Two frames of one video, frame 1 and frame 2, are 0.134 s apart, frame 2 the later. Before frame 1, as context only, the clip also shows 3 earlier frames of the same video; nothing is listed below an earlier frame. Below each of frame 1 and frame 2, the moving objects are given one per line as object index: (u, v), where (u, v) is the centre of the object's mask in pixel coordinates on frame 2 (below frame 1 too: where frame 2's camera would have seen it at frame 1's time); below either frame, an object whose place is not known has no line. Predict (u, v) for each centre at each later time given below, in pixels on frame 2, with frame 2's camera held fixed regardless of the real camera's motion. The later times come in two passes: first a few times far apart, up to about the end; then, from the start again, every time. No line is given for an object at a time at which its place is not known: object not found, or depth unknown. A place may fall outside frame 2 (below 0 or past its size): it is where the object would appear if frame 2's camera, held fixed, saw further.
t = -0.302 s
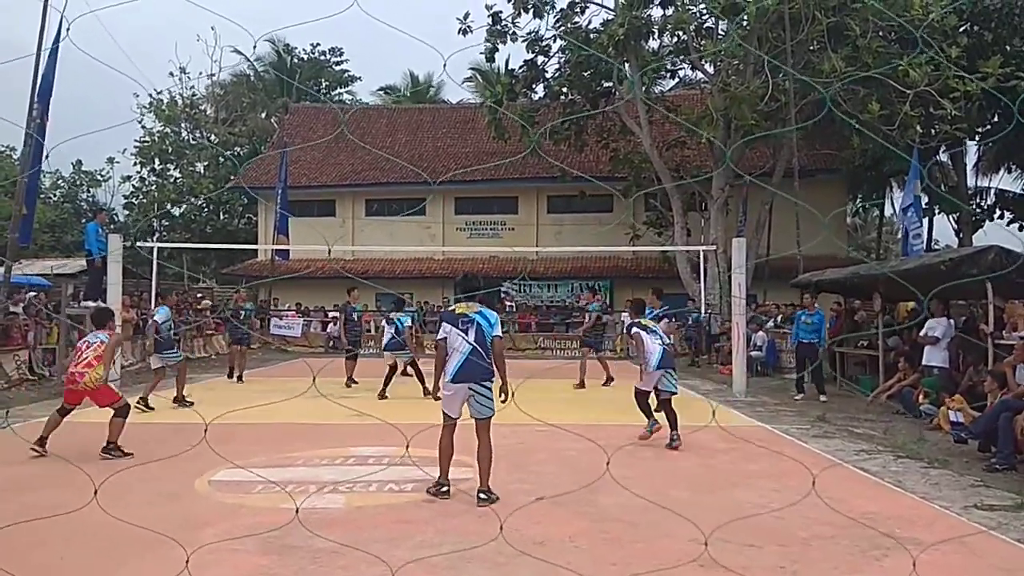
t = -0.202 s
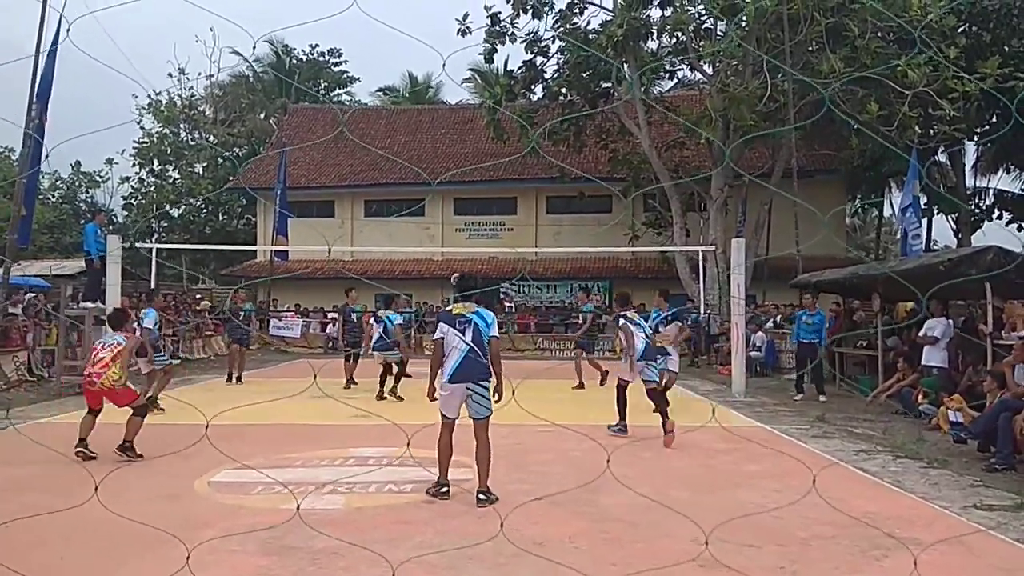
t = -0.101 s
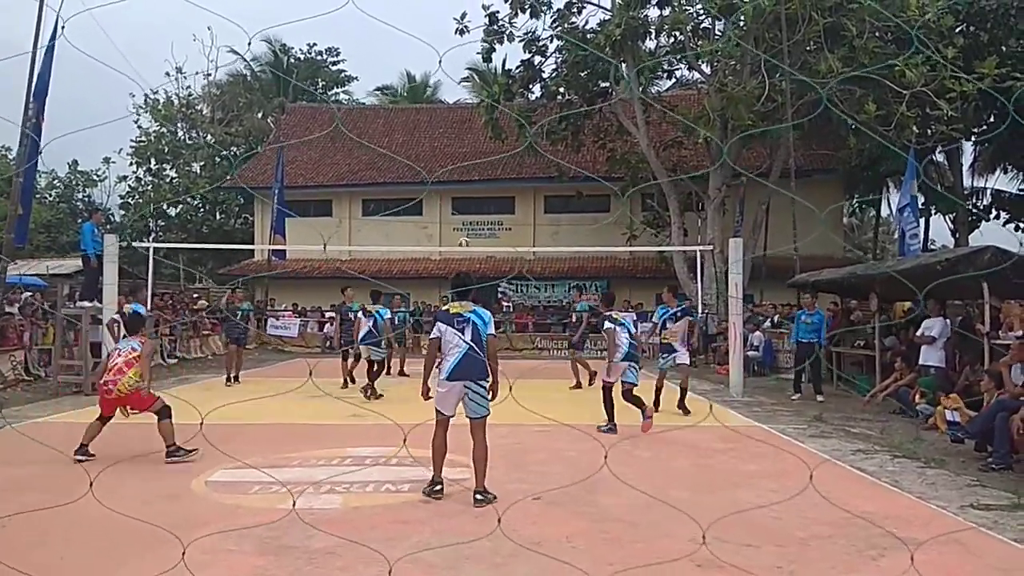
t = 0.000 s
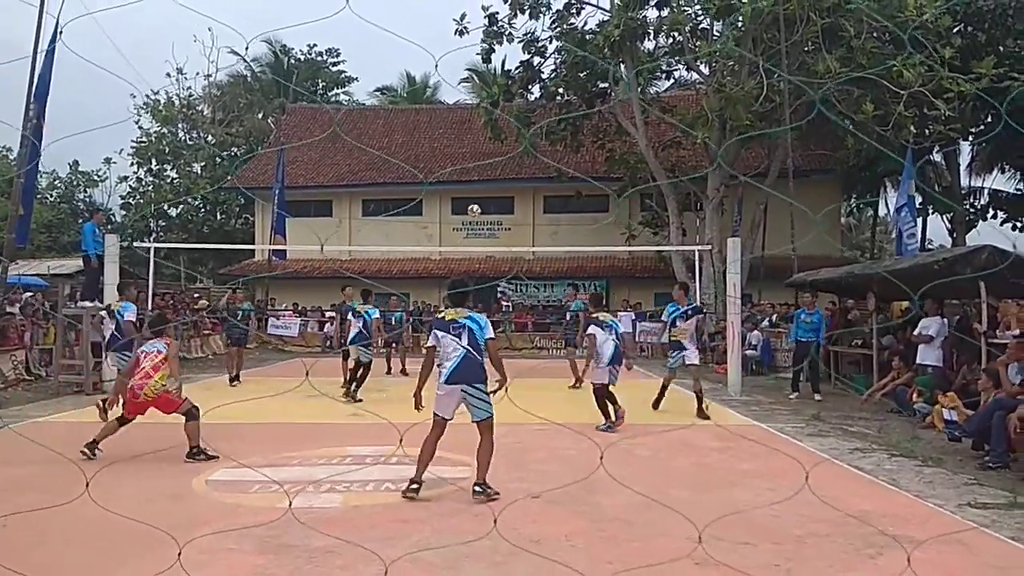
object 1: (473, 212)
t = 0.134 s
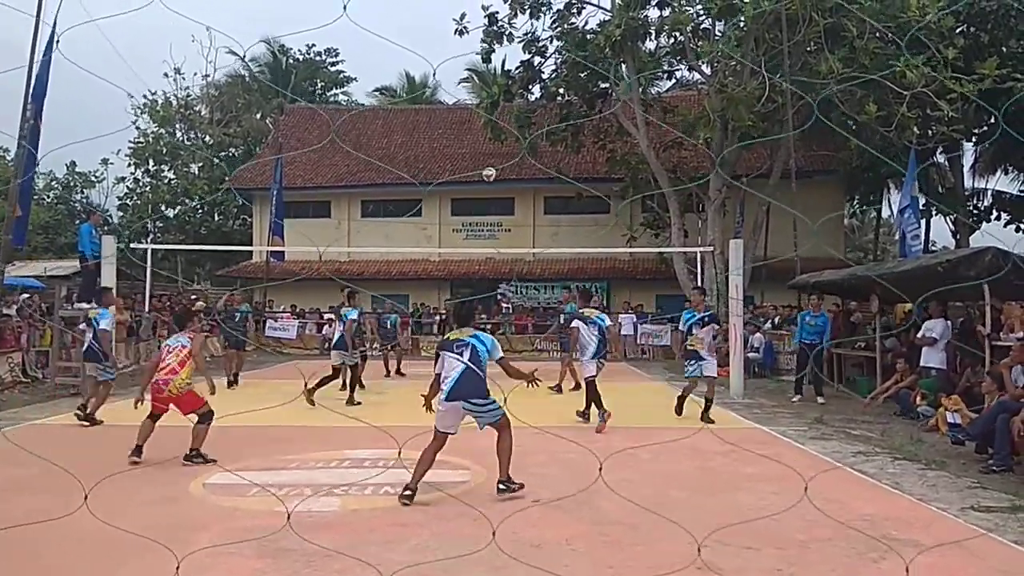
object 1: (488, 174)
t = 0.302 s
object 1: (510, 139)
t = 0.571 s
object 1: (551, 116)
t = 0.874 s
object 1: (610, 163)
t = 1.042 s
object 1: (650, 237)
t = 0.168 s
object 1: (493, 165)
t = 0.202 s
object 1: (497, 158)
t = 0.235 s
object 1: (501, 151)
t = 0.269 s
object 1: (505, 145)
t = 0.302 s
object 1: (510, 139)
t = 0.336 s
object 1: (515, 133)
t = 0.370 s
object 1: (520, 129)
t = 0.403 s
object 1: (524, 125)
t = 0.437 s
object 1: (529, 122)
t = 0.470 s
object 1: (534, 119)
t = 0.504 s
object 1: (540, 117)
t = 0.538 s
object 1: (545, 116)
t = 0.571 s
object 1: (551, 116)
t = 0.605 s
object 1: (557, 116)
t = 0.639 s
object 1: (564, 118)
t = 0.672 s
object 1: (570, 122)
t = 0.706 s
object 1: (576, 126)
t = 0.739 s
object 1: (582, 130)
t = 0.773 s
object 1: (589, 136)
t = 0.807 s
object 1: (596, 144)
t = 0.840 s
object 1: (603, 153)
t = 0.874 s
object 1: (610, 163)
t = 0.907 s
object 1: (618, 175)
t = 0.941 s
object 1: (625, 188)
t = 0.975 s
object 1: (633, 202)
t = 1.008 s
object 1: (641, 218)
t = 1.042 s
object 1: (650, 237)
